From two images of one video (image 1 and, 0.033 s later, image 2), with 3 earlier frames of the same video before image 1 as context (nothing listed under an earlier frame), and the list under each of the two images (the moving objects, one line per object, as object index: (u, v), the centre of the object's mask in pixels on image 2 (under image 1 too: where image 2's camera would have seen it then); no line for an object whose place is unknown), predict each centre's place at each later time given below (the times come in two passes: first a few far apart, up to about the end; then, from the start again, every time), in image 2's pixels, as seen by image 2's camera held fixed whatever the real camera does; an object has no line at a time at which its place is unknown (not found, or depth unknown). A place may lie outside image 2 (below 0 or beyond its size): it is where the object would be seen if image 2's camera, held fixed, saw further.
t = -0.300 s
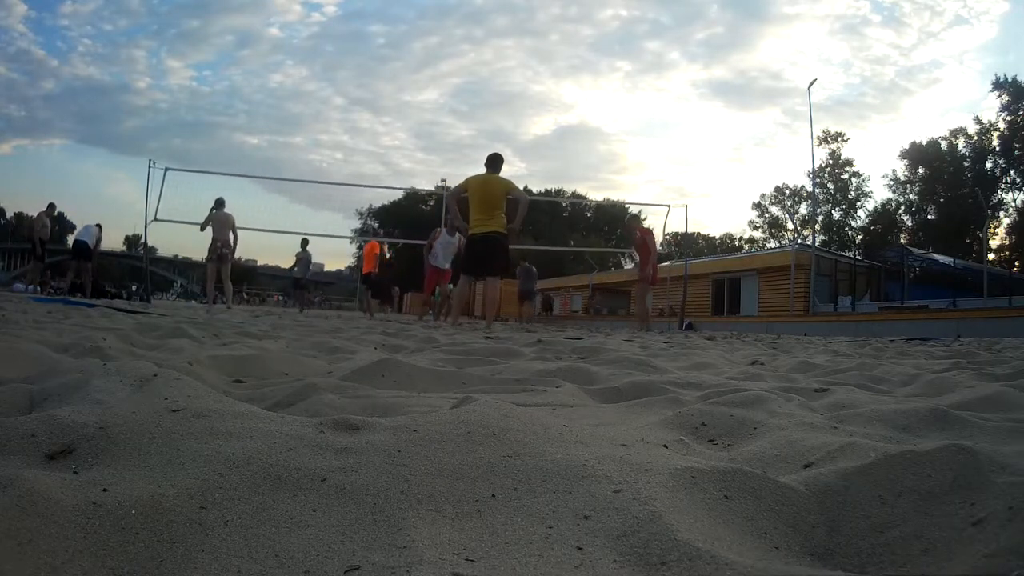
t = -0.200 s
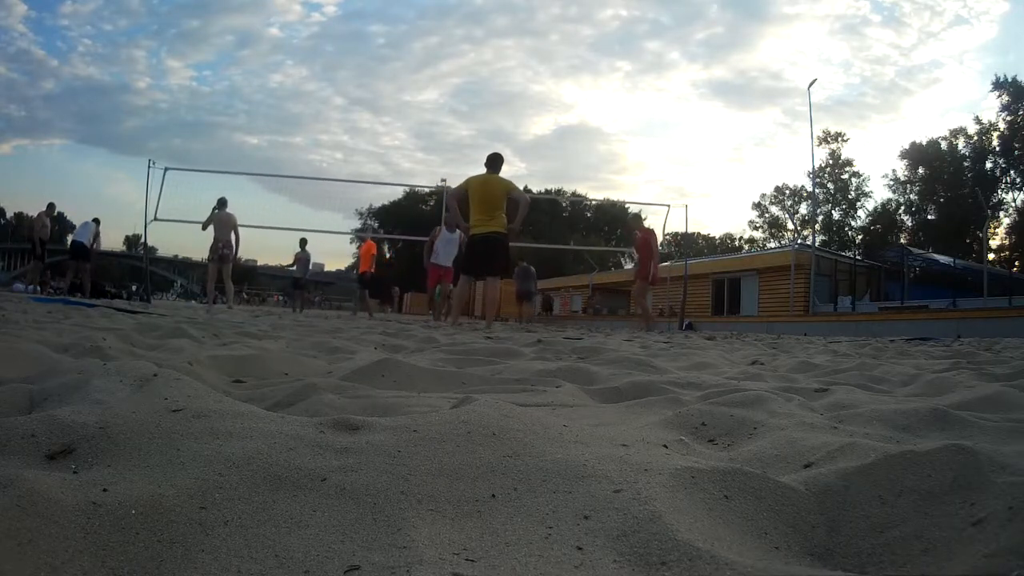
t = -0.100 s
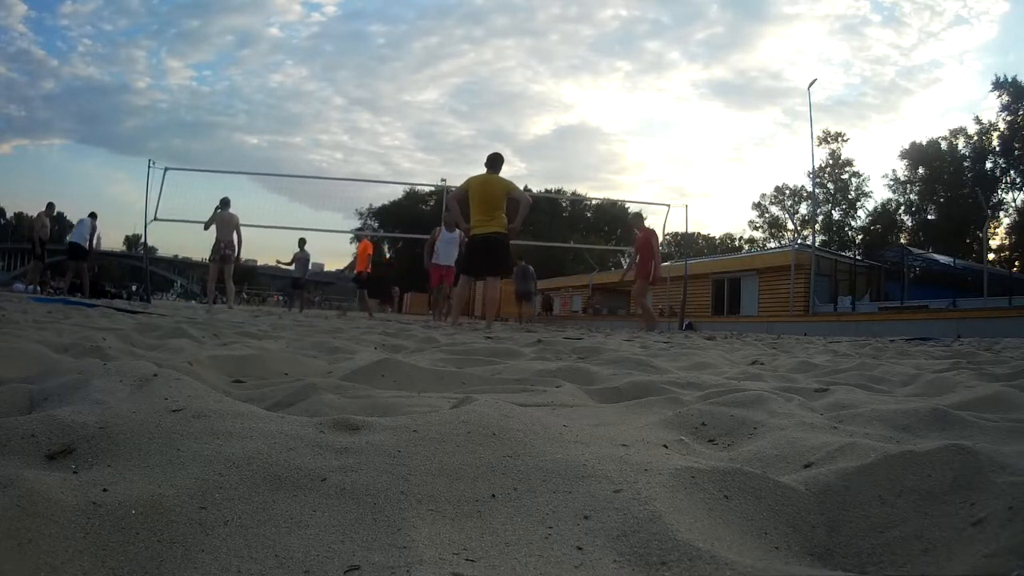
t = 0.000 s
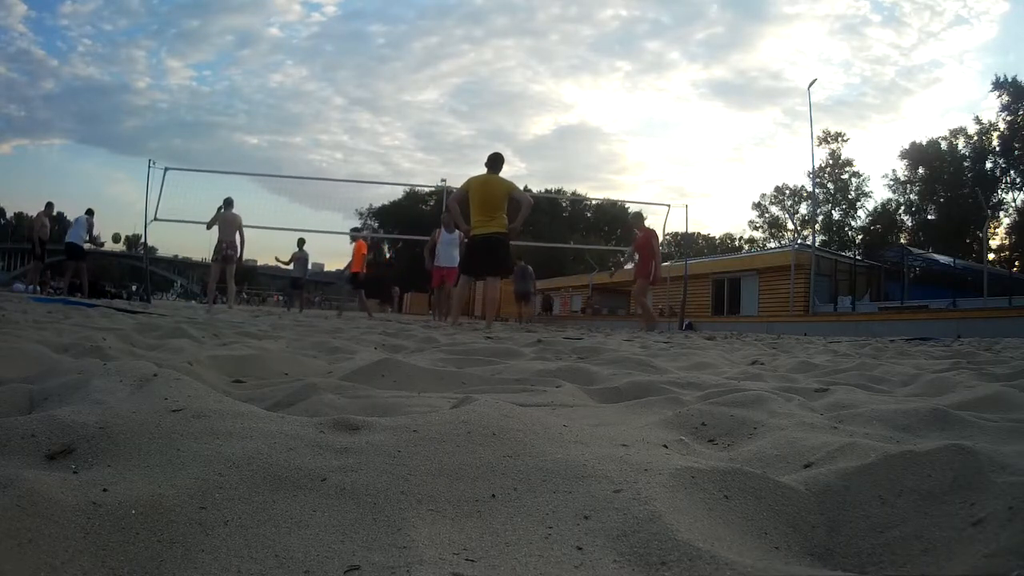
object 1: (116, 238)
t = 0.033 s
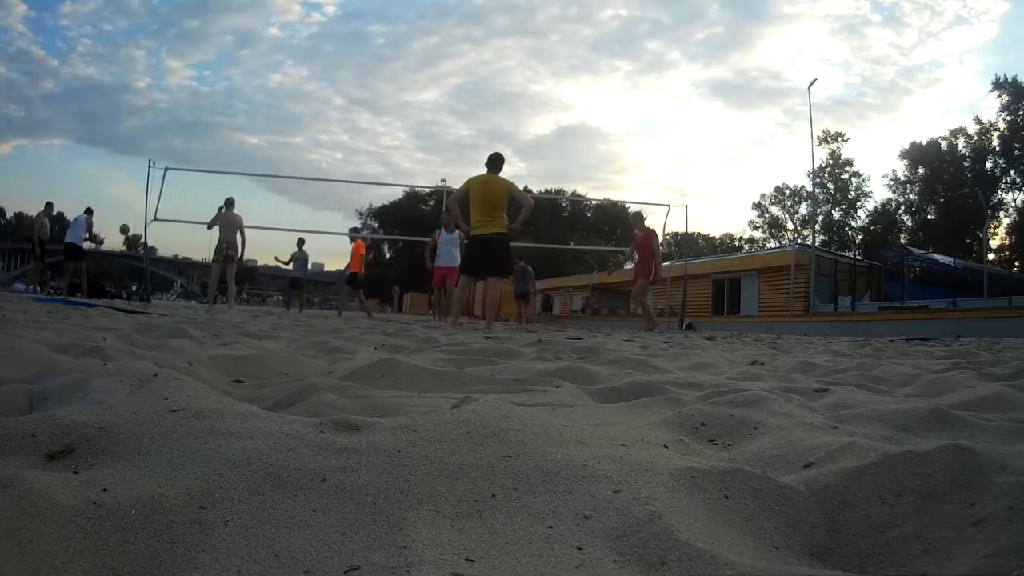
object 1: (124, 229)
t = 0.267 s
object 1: (175, 189)
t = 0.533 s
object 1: (221, 180)
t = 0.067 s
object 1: (132, 221)
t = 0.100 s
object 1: (139, 214)
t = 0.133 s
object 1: (147, 207)
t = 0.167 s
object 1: (154, 202)
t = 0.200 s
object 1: (161, 197)
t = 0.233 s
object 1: (168, 193)
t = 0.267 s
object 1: (175, 189)
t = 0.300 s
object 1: (181, 186)
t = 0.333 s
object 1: (187, 183)
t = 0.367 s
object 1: (194, 181)
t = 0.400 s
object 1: (199, 179)
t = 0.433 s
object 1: (205, 179)
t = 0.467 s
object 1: (210, 179)
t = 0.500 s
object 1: (216, 179)
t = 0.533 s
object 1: (221, 180)
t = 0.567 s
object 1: (226, 181)
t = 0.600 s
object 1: (231, 183)
